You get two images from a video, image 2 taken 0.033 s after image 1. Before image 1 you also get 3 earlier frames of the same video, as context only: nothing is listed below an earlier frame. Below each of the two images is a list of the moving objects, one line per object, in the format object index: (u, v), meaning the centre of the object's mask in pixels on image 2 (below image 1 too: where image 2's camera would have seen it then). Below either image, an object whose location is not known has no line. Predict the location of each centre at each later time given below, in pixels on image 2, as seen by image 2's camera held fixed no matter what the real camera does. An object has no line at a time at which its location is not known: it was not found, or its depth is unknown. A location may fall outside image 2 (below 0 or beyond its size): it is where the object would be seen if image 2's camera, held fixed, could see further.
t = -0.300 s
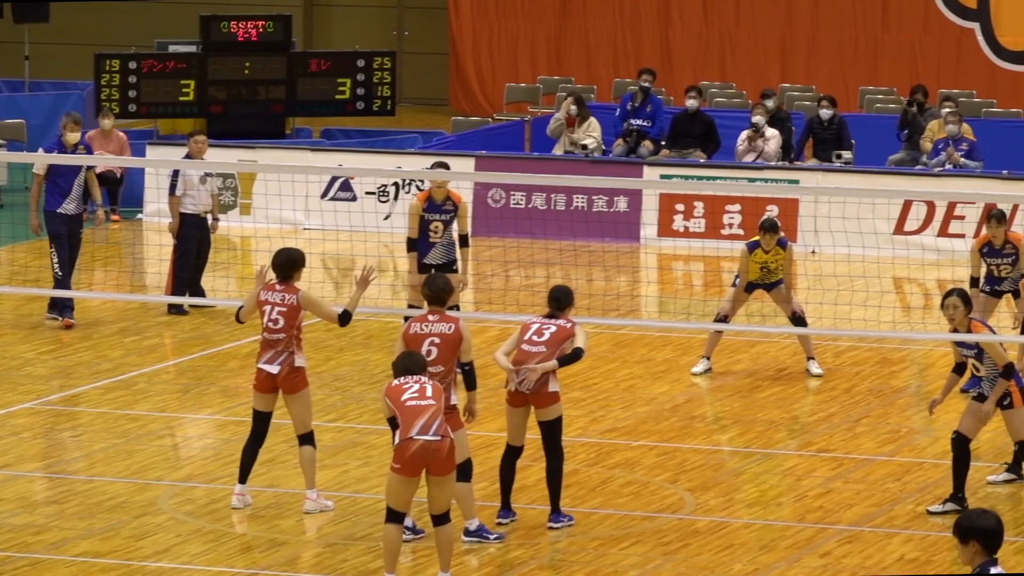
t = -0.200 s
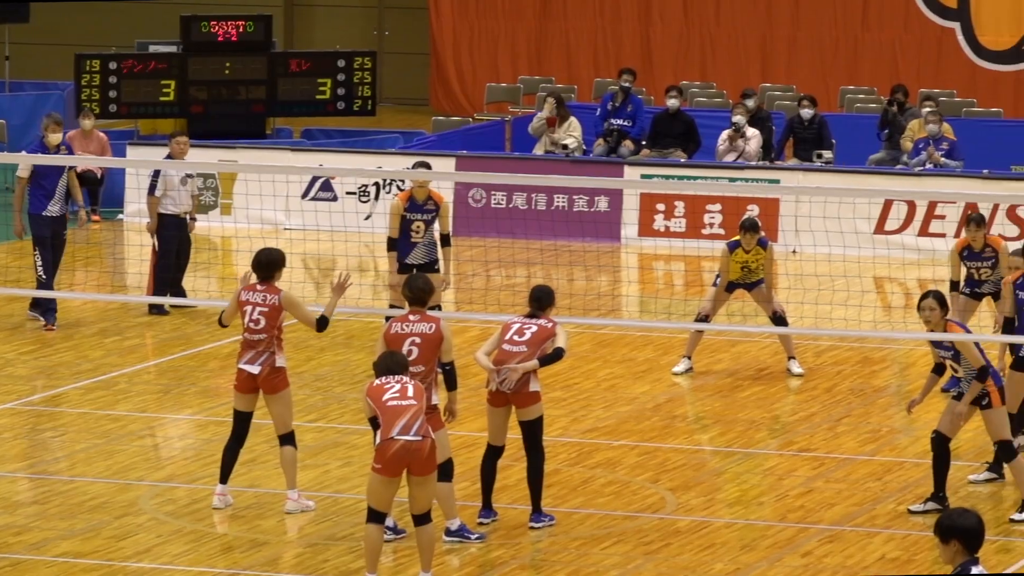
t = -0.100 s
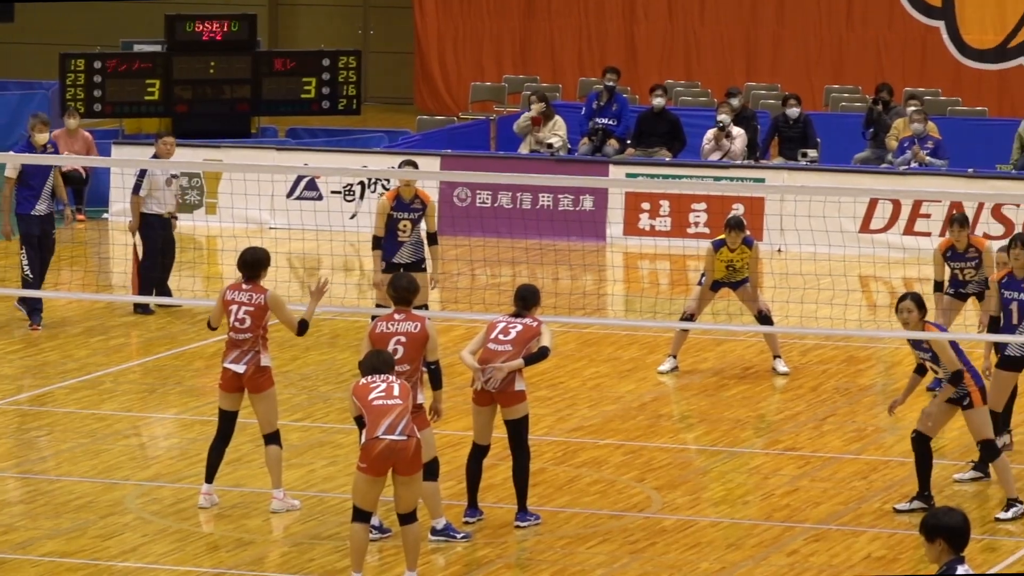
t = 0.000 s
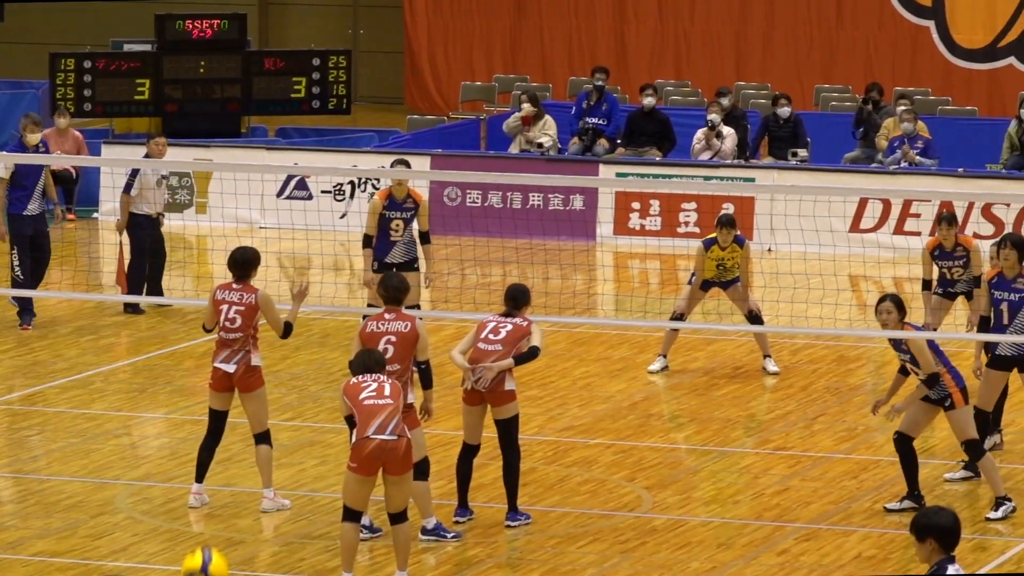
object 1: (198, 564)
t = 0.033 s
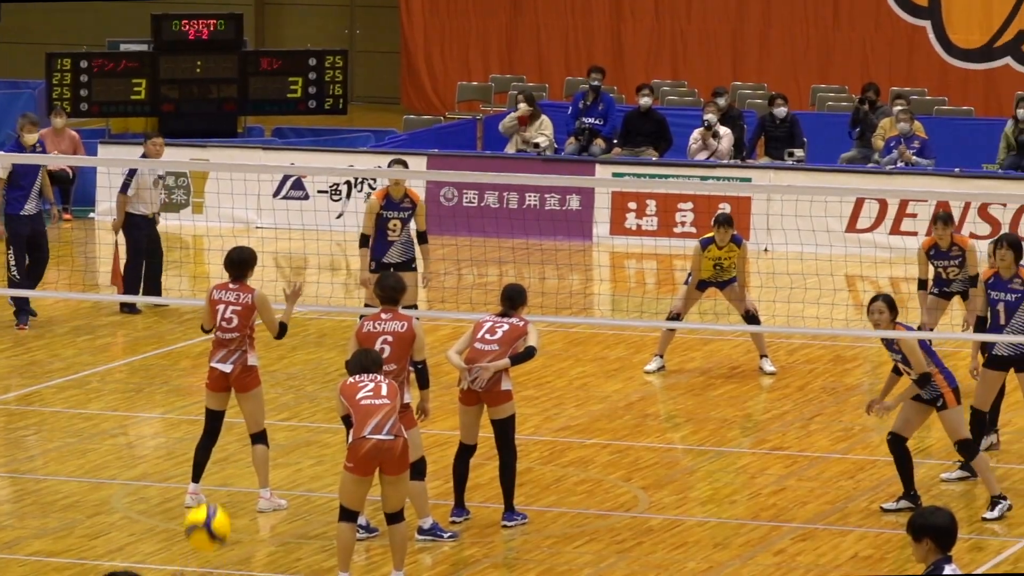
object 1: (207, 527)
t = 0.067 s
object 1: (213, 486)
